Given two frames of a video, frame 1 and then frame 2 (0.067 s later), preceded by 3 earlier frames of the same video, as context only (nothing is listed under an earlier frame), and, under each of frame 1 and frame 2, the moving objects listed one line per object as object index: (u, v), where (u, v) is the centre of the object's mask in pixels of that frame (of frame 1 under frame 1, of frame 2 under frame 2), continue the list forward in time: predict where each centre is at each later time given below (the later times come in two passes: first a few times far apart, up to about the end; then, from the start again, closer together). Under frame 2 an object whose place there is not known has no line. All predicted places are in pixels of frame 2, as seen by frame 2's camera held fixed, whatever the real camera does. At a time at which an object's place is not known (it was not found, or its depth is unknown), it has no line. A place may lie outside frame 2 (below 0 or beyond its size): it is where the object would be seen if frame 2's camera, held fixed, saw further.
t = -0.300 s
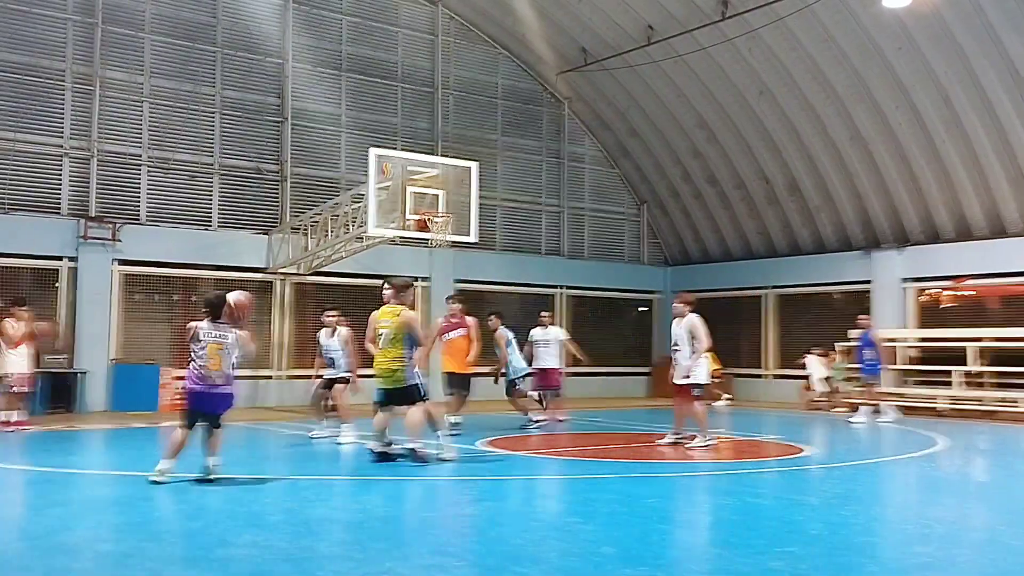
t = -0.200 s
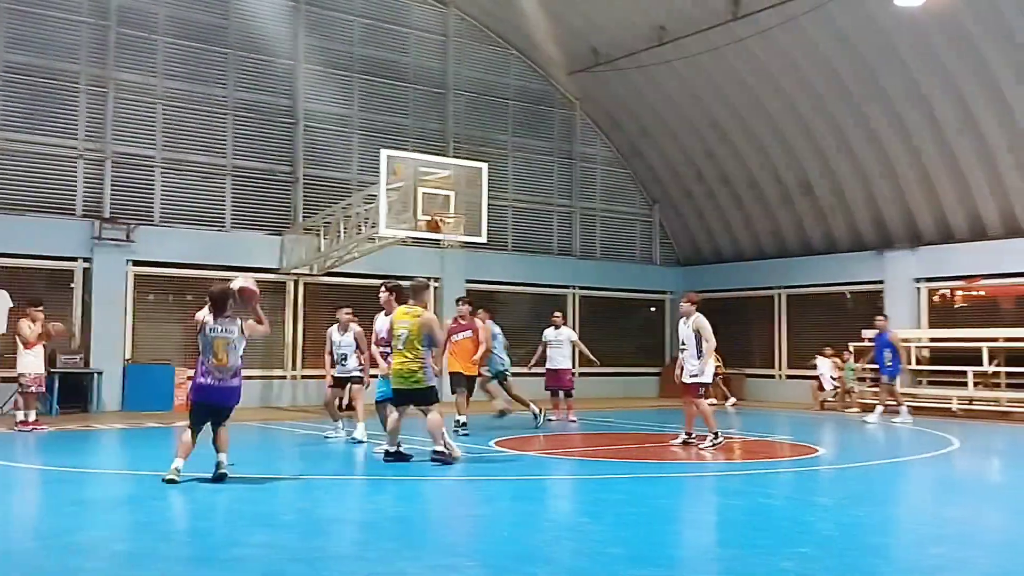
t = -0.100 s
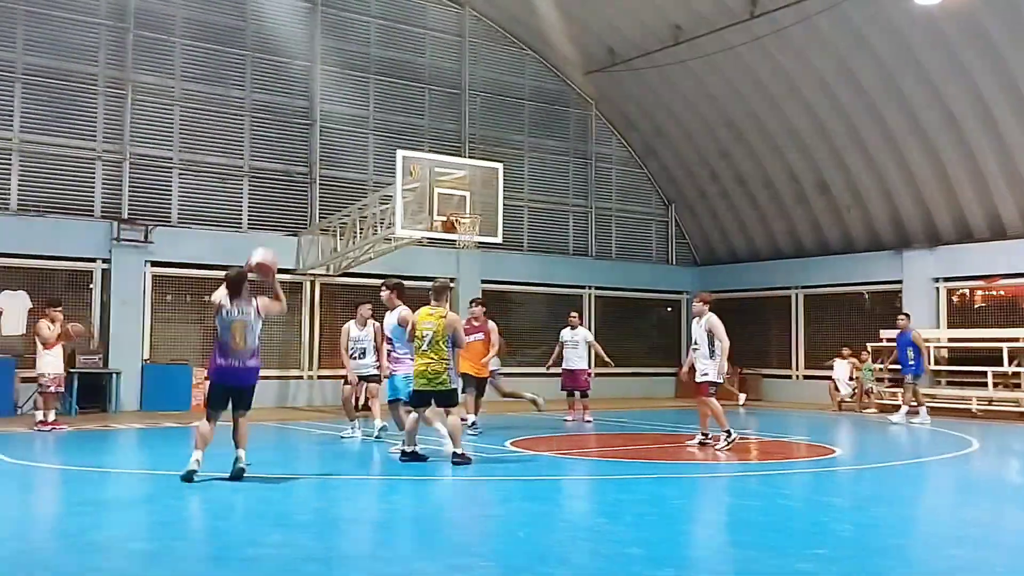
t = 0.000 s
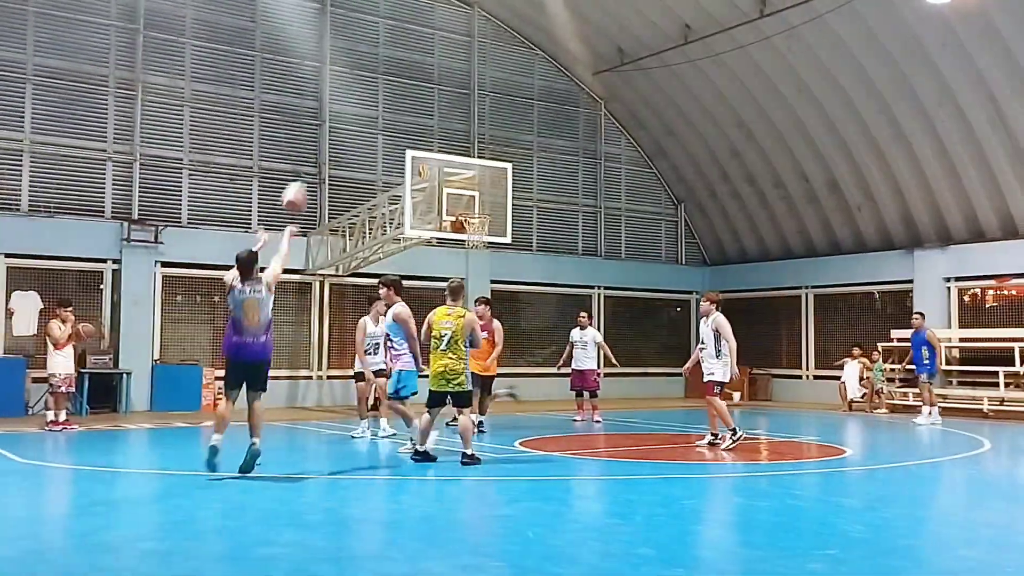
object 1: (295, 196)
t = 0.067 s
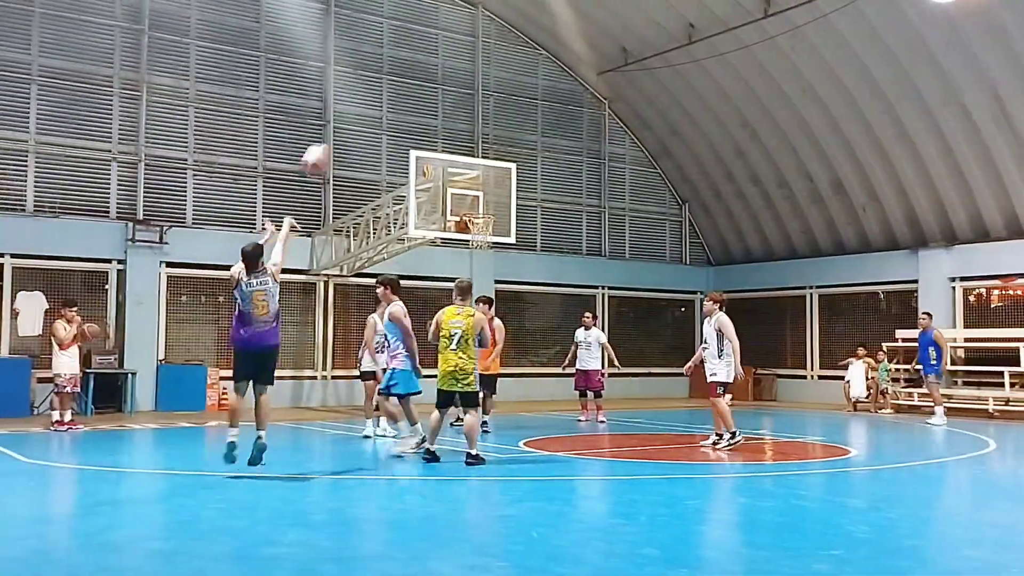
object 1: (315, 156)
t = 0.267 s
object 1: (359, 79)
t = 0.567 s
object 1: (407, 56)
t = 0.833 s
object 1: (440, 93)
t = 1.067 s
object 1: (460, 158)
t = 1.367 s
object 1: (504, 183)
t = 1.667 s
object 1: (568, 176)
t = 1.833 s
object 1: (606, 200)
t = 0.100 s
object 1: (322, 138)
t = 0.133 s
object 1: (330, 123)
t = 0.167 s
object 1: (337, 110)
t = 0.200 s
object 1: (344, 98)
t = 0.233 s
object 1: (352, 87)
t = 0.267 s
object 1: (359, 79)
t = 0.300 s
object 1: (366, 72)
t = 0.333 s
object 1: (372, 67)
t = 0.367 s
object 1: (378, 63)
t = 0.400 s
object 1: (383, 60)
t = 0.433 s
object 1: (389, 57)
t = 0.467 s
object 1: (392, 54)
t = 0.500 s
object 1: (399, 55)
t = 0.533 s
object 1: (403, 55)
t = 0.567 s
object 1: (407, 56)
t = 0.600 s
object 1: (412, 58)
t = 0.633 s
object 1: (416, 60)
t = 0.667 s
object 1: (420, 64)
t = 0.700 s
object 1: (424, 68)
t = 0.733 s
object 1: (429, 74)
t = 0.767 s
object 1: (432, 79)
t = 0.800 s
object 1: (436, 86)
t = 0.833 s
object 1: (440, 93)
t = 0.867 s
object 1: (443, 100)
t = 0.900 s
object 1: (446, 109)
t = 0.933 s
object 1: (448, 117)
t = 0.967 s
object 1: (451, 126)
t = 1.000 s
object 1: (455, 136)
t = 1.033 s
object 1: (458, 146)
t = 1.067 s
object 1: (460, 158)
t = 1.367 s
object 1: (504, 183)
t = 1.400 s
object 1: (514, 179)
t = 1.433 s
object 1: (520, 175)
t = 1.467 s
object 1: (524, 173)
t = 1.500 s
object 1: (531, 171)
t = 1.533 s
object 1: (540, 171)
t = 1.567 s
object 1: (547, 171)
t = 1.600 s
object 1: (555, 171)
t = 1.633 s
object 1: (563, 173)
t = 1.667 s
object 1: (568, 176)
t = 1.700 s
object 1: (576, 178)
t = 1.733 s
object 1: (583, 182)
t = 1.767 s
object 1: (592, 188)
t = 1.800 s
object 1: (599, 194)
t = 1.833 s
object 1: (606, 200)
